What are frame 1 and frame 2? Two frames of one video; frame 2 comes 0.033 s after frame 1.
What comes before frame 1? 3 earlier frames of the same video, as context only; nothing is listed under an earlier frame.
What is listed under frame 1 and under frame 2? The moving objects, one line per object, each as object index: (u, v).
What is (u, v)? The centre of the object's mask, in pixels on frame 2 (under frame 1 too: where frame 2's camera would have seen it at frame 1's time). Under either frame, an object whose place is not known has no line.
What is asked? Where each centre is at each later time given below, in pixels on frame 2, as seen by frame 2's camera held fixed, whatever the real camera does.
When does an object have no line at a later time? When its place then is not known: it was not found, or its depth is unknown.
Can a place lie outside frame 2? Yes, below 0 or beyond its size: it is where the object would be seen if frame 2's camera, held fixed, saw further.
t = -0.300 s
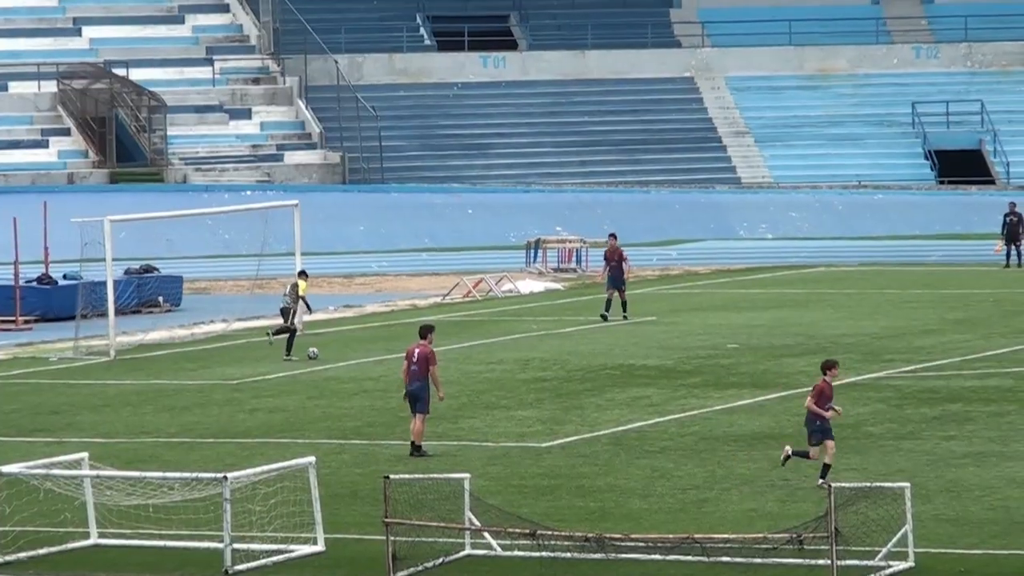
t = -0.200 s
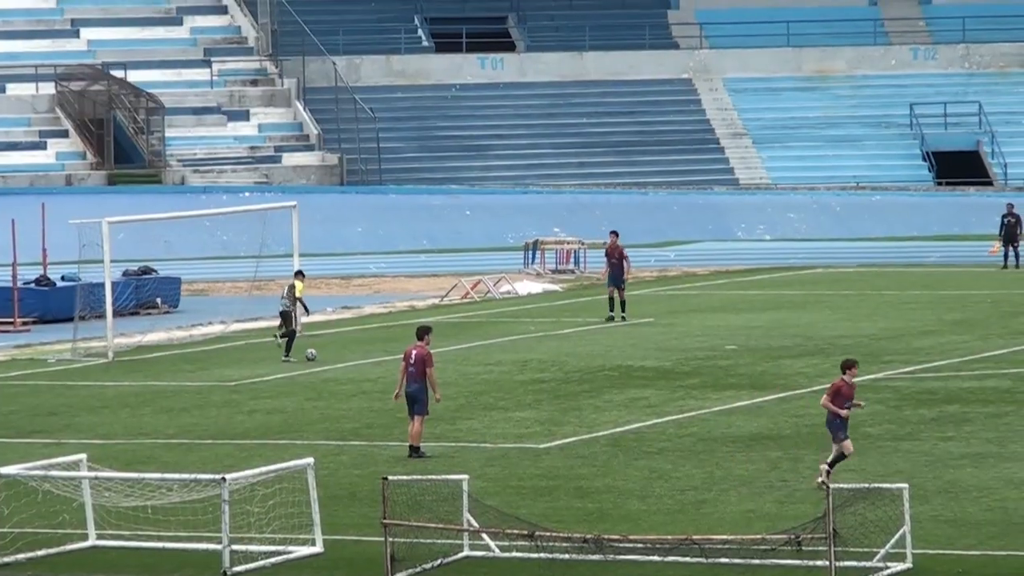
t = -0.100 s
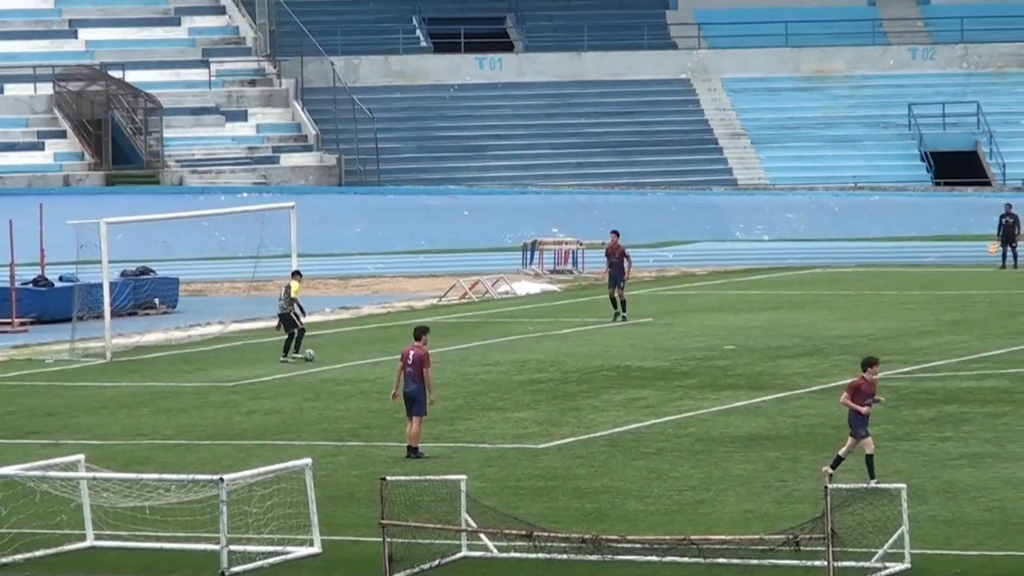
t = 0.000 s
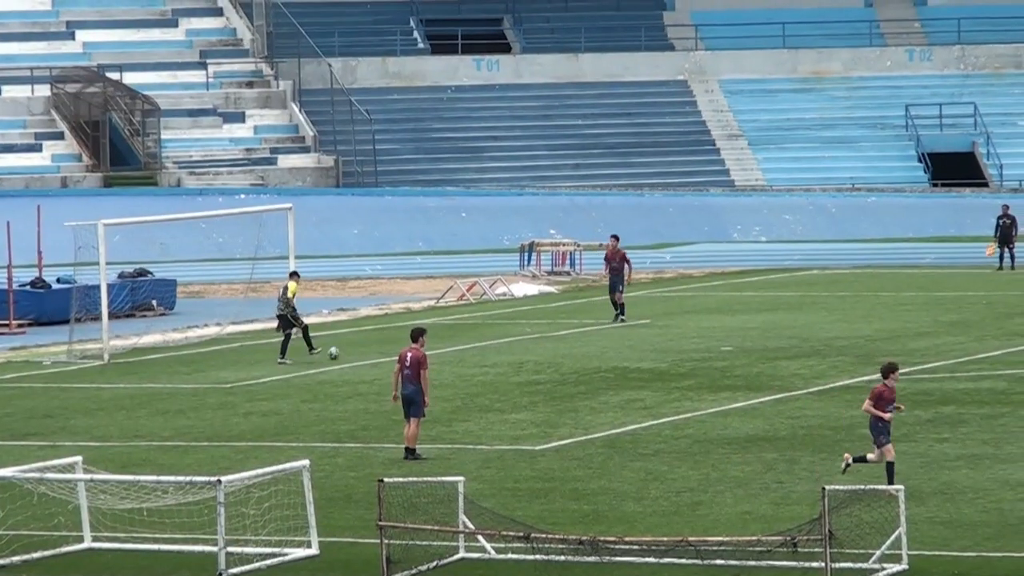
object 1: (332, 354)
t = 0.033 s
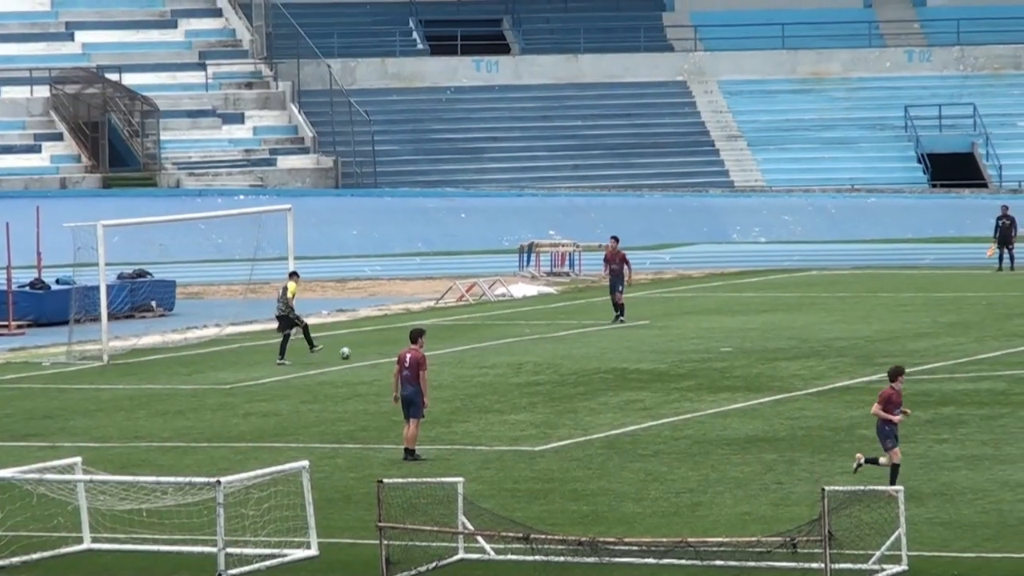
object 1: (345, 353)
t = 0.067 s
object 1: (357, 352)
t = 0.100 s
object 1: (368, 350)
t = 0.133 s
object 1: (379, 349)
